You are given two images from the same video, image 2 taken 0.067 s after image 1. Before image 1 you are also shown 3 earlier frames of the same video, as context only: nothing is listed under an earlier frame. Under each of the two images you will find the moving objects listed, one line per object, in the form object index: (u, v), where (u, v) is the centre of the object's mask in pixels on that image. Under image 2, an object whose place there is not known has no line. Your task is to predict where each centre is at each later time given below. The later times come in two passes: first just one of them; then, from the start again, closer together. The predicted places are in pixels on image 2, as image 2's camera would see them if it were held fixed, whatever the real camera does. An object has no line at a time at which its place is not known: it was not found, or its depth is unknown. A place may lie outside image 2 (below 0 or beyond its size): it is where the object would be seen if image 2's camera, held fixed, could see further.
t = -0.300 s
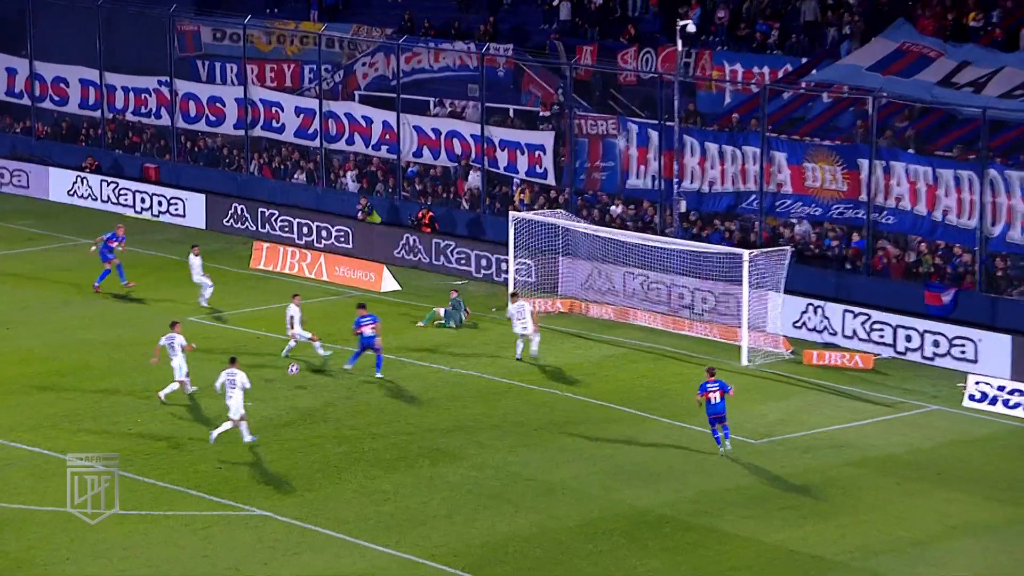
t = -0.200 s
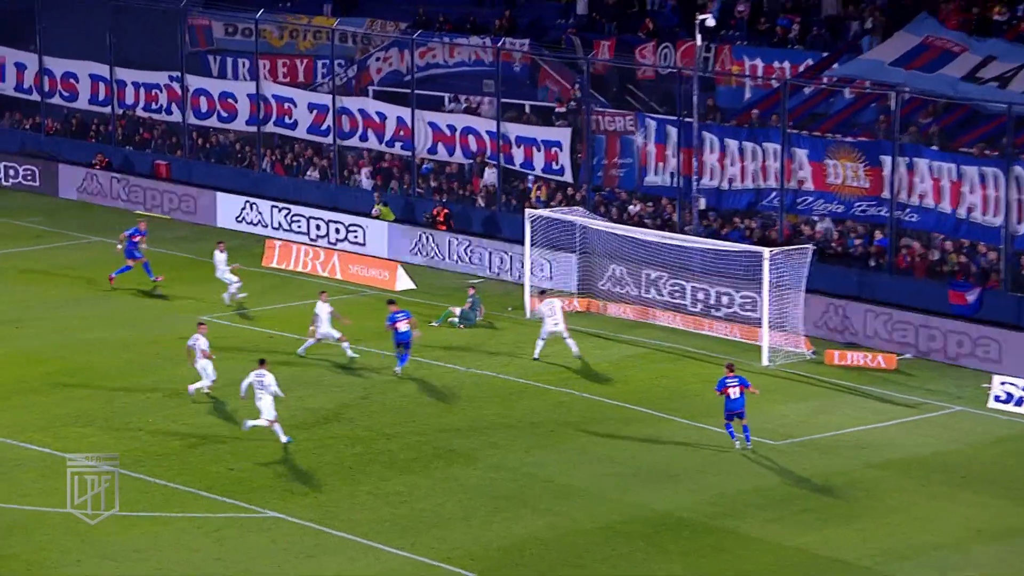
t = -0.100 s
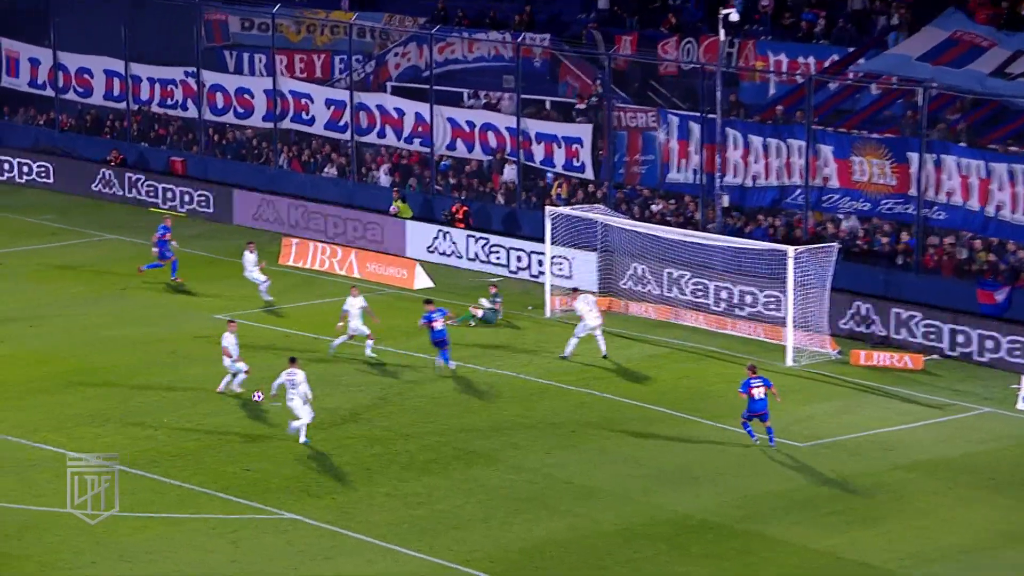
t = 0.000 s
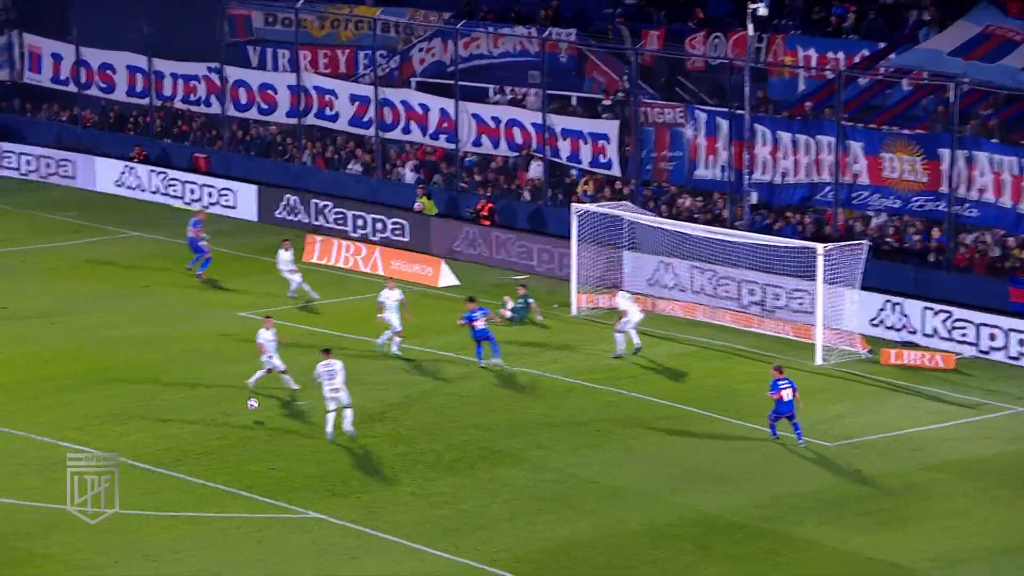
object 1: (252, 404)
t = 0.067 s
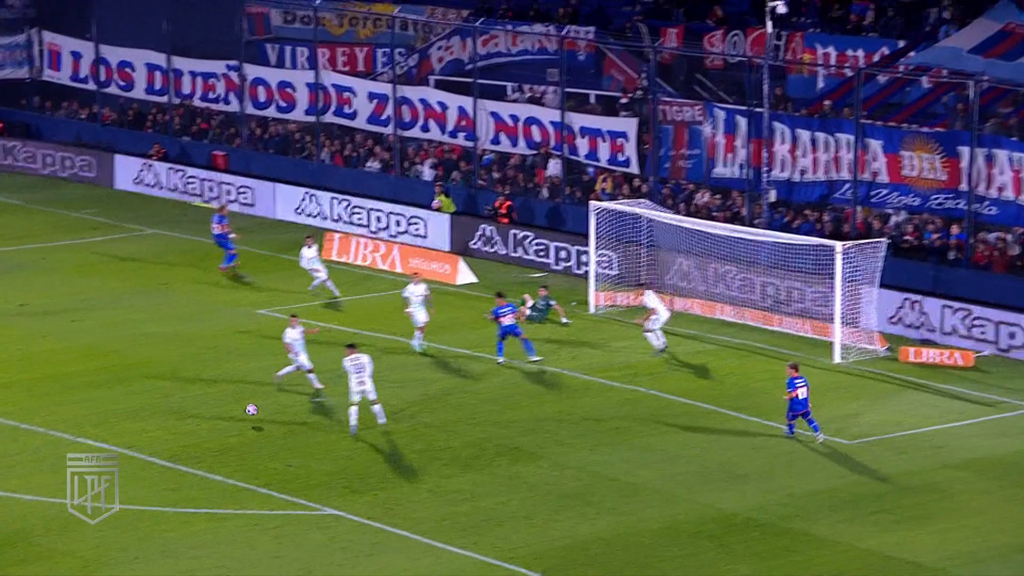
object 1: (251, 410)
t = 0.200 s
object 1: (215, 436)
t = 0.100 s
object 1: (243, 415)
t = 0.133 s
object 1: (234, 421)
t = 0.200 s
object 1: (215, 436)
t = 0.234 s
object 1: (207, 441)
